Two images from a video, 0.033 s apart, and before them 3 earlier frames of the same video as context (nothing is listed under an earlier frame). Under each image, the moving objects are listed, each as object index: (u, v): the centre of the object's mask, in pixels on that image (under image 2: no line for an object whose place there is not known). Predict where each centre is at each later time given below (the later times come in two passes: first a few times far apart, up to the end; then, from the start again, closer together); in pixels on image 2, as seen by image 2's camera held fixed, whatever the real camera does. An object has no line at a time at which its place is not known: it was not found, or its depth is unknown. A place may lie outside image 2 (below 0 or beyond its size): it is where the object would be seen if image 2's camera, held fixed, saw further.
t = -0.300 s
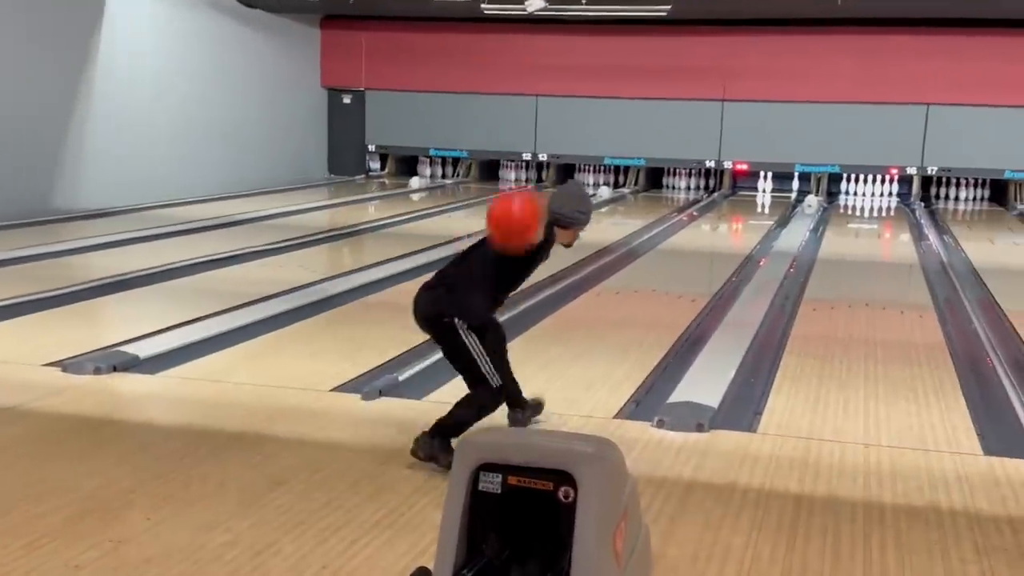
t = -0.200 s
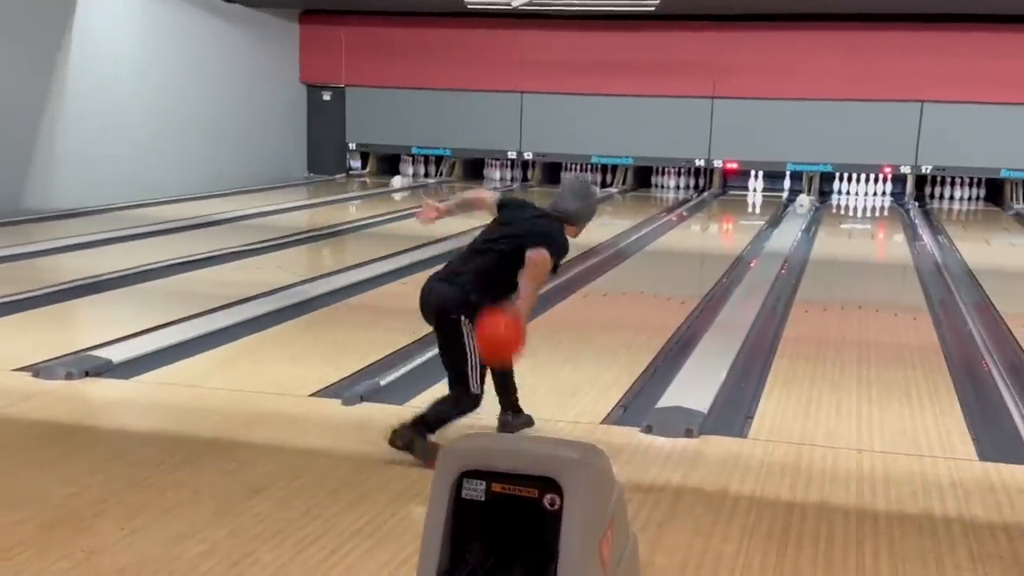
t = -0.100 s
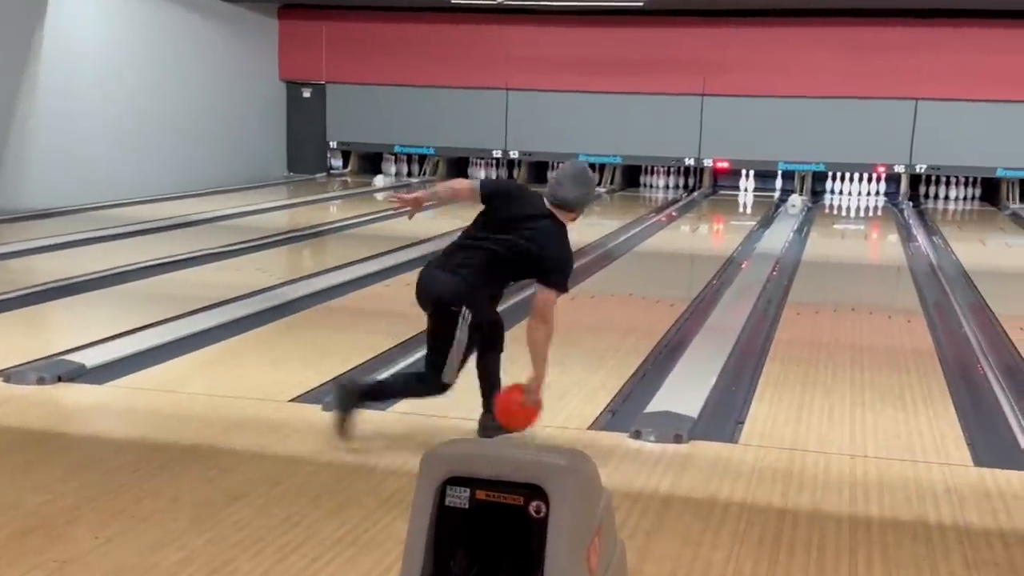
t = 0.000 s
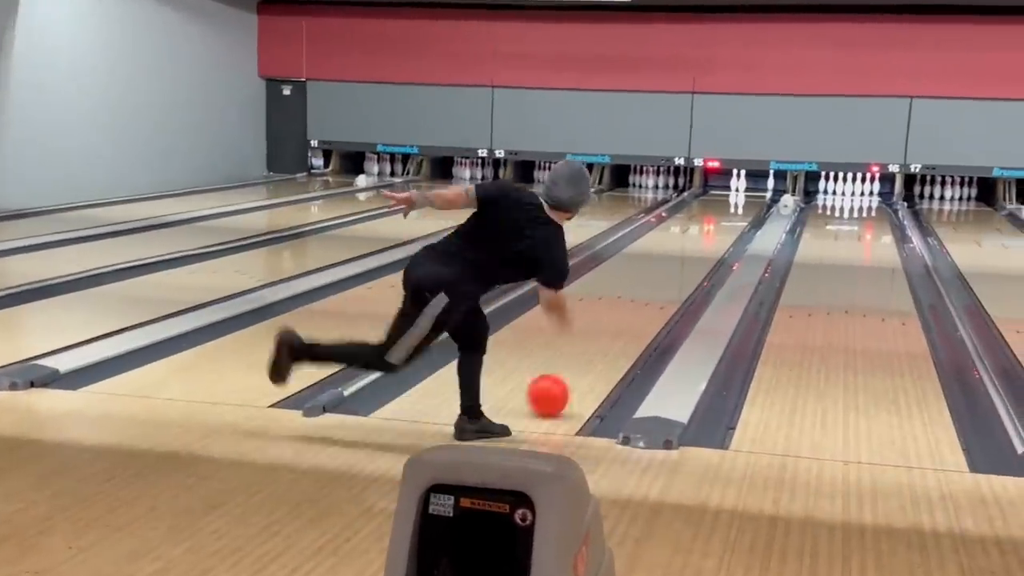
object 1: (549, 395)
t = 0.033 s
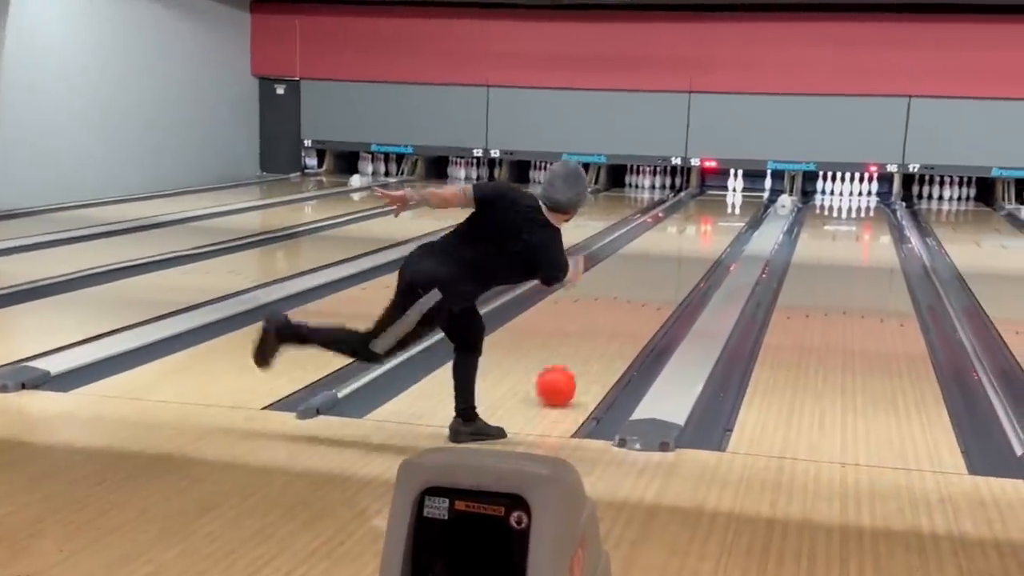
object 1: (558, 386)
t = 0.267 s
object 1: (623, 324)
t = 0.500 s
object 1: (659, 288)
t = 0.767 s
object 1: (683, 257)
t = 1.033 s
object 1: (700, 234)
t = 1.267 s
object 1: (709, 218)
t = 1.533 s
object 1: (716, 203)
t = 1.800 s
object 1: (722, 191)
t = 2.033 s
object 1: (724, 185)
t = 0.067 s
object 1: (572, 376)
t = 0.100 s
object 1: (582, 365)
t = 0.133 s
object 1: (592, 356)
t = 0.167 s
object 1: (601, 347)
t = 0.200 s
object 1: (608, 339)
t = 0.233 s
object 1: (617, 332)
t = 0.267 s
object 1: (623, 324)
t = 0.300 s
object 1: (629, 319)
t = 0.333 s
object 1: (635, 315)
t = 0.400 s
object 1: (646, 302)
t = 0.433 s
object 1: (651, 297)
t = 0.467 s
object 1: (655, 292)
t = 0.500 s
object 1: (659, 288)
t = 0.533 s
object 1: (663, 284)
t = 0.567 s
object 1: (667, 279)
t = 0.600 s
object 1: (670, 275)
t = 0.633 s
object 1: (674, 272)
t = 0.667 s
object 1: (677, 267)
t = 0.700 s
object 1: (680, 264)
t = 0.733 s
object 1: (682, 260)
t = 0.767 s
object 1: (683, 257)
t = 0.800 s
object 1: (686, 254)
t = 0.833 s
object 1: (688, 251)
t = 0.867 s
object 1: (691, 248)
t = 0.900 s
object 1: (693, 246)
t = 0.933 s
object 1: (694, 243)
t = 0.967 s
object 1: (696, 240)
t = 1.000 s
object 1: (698, 237)
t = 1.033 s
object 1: (700, 234)
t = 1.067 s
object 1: (702, 231)
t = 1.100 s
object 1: (704, 228)
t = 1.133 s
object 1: (705, 227)
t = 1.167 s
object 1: (706, 224)
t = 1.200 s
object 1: (707, 223)
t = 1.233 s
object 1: (709, 221)
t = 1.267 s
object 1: (709, 218)
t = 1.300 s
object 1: (710, 216)
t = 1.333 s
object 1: (711, 214)
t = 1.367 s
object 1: (713, 212)
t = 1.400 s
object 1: (714, 211)
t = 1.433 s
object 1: (715, 208)
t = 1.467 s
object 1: (716, 206)
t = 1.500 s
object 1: (716, 205)
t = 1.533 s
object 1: (716, 203)
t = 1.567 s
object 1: (718, 201)
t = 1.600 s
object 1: (719, 200)
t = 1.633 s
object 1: (718, 198)
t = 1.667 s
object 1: (720, 197)
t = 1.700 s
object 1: (720, 195)
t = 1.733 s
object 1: (721, 194)
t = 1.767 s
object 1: (721, 192)
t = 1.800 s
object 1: (722, 191)
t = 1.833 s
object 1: (722, 191)
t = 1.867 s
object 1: (722, 189)
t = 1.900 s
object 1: (723, 188)
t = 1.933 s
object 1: (723, 187)
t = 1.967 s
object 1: (724, 186)
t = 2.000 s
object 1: (724, 184)
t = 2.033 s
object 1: (724, 185)
